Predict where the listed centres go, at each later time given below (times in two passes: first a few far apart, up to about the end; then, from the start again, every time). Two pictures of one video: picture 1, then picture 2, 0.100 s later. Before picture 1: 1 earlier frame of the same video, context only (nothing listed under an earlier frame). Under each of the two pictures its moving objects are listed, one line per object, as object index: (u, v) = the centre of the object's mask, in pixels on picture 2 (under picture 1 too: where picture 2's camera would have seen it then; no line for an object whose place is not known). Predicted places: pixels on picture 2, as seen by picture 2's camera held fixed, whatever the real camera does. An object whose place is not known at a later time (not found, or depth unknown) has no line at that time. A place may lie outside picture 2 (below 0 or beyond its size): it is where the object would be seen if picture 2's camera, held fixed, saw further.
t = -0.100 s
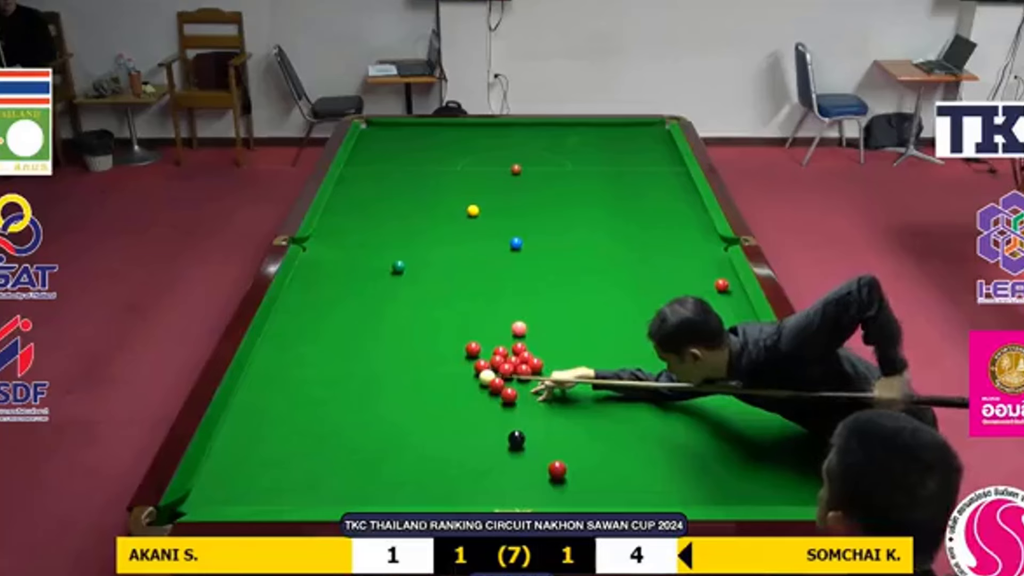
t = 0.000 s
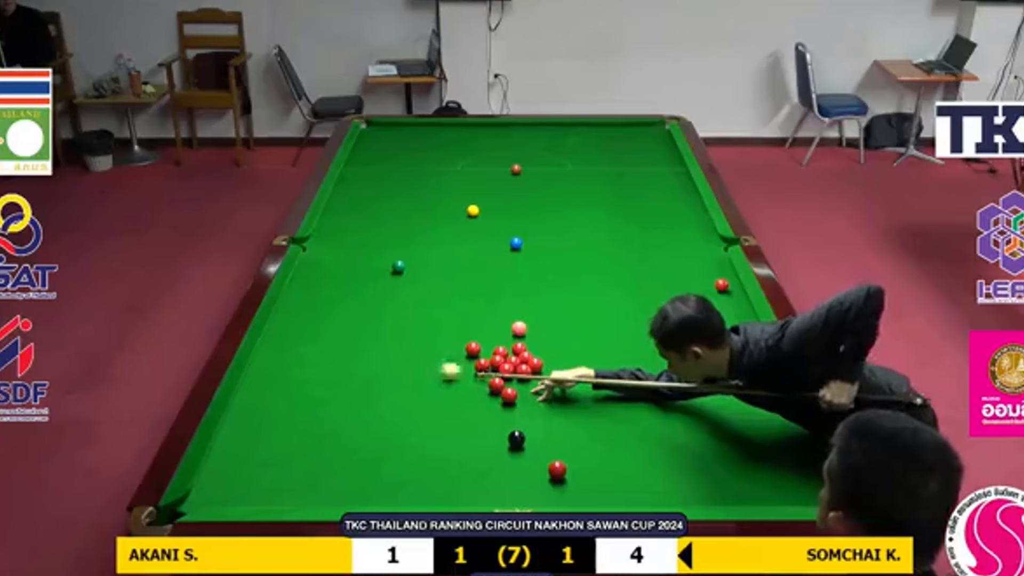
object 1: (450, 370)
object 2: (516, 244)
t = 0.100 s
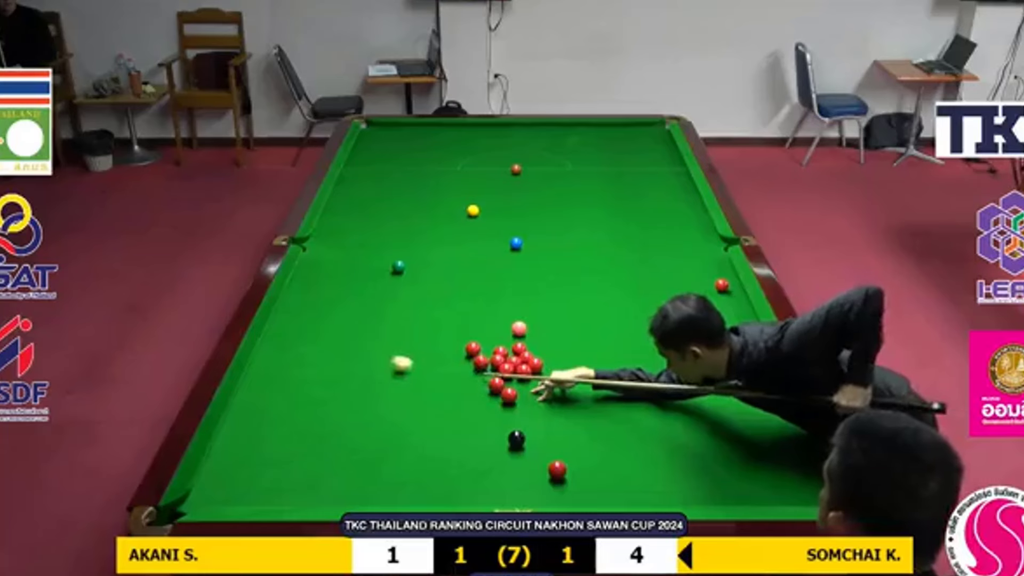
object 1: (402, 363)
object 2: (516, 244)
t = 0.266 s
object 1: (336, 352)
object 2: (516, 244)
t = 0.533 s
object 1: (295, 330)
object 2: (516, 244)
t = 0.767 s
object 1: (357, 306)
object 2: (516, 244)
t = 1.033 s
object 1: (409, 284)
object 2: (516, 244)
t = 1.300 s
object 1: (458, 263)
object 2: (516, 244)
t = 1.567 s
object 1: (499, 246)
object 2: (516, 245)
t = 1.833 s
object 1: (509, 232)
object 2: (543, 243)
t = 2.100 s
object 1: (515, 220)
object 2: (568, 240)
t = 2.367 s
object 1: (521, 209)
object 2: (591, 238)
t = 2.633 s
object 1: (528, 198)
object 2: (617, 237)
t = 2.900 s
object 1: (533, 189)
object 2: (640, 235)
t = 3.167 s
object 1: (537, 181)
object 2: (659, 234)
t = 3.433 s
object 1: (541, 173)
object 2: (678, 233)
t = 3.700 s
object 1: (545, 166)
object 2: (695, 231)
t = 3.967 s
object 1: (548, 160)
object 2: (710, 229)
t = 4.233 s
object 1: (550, 154)
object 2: (703, 229)
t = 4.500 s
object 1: (553, 149)
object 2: (696, 228)
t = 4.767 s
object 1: (555, 144)
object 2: (690, 228)
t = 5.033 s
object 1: (557, 141)
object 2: (687, 228)
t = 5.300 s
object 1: (559, 137)
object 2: (684, 227)
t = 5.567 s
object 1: (560, 134)
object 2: (684, 227)
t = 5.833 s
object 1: (561, 131)
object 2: (684, 227)
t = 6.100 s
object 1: (563, 129)
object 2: (684, 227)
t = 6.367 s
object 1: (564, 127)
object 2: (684, 227)
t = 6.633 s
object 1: (566, 125)
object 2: (684, 227)
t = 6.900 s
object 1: (566, 124)
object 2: (684, 227)
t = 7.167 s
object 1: (567, 124)
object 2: (684, 227)
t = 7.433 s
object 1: (567, 124)
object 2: (684, 227)
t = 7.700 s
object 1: (567, 124)
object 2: (684, 227)
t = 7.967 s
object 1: (567, 124)
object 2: (684, 227)
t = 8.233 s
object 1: (567, 124)
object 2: (684, 227)
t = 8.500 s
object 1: (567, 124)
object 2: (684, 227)
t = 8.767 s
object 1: (567, 124)
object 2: (683, 227)
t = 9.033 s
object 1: (567, 124)
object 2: (683, 227)
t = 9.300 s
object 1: (567, 124)
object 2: (683, 227)
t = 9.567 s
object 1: (567, 124)
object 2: (683, 227)
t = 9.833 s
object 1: (567, 124)
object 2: (683, 227)
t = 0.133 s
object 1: (384, 361)
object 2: (516, 244)
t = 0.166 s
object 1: (376, 360)
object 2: (516, 244)
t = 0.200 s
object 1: (359, 356)
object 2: (516, 244)
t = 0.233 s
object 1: (344, 354)
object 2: (516, 244)
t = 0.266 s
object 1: (336, 352)
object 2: (516, 244)
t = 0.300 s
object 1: (323, 349)
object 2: (516, 244)
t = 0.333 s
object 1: (309, 347)
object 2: (516, 244)
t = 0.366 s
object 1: (302, 345)
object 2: (516, 244)
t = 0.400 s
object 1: (289, 343)
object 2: (516, 244)
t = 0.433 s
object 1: (275, 340)
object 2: (516, 244)
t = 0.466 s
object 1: (270, 339)
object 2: (516, 244)
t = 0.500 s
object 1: (282, 334)
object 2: (516, 244)
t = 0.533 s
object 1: (295, 330)
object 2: (516, 244)
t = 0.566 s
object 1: (301, 328)
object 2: (516, 244)
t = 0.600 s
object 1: (312, 324)
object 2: (516, 244)
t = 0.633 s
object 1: (323, 320)
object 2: (516, 244)
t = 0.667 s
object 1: (336, 315)
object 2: (516, 244)
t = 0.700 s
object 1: (345, 311)
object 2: (516, 244)
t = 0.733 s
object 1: (349, 309)
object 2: (516, 244)
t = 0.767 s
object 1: (357, 306)
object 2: (516, 244)
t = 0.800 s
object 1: (365, 302)
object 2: (516, 244)
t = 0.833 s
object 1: (369, 301)
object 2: (516, 244)
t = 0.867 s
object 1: (378, 297)
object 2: (516, 244)
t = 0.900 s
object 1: (386, 293)
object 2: (516, 244)
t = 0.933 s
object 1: (390, 292)
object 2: (516, 244)
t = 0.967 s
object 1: (398, 289)
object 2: (516, 244)
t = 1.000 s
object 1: (405, 286)
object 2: (516, 244)
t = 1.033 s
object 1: (409, 284)
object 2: (516, 244)
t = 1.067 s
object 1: (417, 281)
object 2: (516, 244)
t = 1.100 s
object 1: (424, 278)
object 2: (516, 244)
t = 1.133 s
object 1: (428, 276)
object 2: (516, 244)
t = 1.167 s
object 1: (434, 273)
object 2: (516, 244)
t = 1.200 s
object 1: (442, 270)
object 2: (516, 244)
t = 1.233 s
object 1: (445, 269)
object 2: (516, 244)
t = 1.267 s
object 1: (452, 266)
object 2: (516, 244)
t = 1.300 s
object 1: (458, 263)
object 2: (516, 244)
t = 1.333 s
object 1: (462, 262)
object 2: (516, 244)
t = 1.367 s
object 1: (468, 259)
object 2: (516, 244)
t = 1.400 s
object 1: (475, 256)
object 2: (516, 244)
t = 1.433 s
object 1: (478, 255)
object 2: (516, 244)
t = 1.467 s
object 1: (484, 252)
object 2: (516, 244)
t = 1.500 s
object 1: (490, 249)
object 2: (516, 244)
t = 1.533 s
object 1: (493, 248)
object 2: (516, 244)
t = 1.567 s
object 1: (499, 246)
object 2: (516, 245)
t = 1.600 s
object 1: (503, 244)
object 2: (518, 244)
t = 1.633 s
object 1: (504, 242)
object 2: (520, 244)
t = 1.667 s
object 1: (504, 240)
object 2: (526, 244)
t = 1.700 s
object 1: (505, 239)
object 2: (530, 243)
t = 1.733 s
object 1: (506, 237)
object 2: (532, 243)
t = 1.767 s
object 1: (507, 235)
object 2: (536, 243)
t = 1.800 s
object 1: (508, 233)
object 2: (541, 243)
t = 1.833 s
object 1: (509, 232)
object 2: (543, 243)
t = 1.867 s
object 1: (510, 230)
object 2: (547, 242)
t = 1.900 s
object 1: (511, 228)
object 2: (551, 242)
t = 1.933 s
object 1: (511, 228)
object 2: (553, 242)
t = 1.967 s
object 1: (512, 226)
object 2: (557, 241)
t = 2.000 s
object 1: (513, 224)
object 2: (561, 241)
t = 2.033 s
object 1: (514, 223)
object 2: (563, 241)
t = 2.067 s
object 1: (515, 221)
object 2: (567, 241)
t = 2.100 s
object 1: (515, 220)
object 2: (568, 240)
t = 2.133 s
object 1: (516, 219)
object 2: (571, 240)
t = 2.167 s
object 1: (516, 218)
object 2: (572, 240)
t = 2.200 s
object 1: (517, 217)
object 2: (576, 240)
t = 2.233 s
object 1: (518, 216)
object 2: (578, 239)
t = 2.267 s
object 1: (519, 213)
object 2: (581, 239)
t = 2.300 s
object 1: (519, 213)
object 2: (583, 239)
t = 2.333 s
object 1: (520, 211)
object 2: (587, 239)
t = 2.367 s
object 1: (521, 209)
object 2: (591, 238)
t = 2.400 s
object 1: (522, 208)
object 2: (595, 238)
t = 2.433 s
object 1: (522, 207)
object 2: (596, 238)
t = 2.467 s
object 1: (523, 205)
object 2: (600, 238)
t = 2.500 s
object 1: (524, 204)
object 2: (605, 238)
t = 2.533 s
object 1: (525, 203)
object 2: (607, 238)
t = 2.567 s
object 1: (526, 201)
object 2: (611, 237)
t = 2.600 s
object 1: (527, 199)
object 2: (615, 237)
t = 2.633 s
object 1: (528, 198)
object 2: (617, 237)
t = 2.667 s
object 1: (529, 197)
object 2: (621, 236)
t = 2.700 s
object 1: (529, 196)
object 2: (624, 236)
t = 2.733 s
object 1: (529, 195)
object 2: (625, 236)
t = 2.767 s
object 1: (530, 193)
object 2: (629, 236)
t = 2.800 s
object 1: (531, 192)
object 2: (632, 236)
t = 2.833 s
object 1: (531, 192)
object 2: (634, 235)
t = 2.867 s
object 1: (532, 190)
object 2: (637, 235)
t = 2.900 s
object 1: (533, 189)
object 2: (640, 235)
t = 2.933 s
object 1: (533, 188)
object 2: (641, 235)
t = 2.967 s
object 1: (534, 187)
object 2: (645, 235)
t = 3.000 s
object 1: (535, 186)
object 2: (648, 235)
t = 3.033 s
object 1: (535, 185)
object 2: (649, 235)
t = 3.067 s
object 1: (536, 184)
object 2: (652, 234)
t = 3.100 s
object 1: (536, 182)
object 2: (655, 234)
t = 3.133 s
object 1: (537, 182)
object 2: (657, 234)
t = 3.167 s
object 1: (537, 181)
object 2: (659, 234)
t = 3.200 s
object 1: (538, 179)
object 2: (663, 234)
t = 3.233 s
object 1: (538, 179)
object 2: (664, 233)
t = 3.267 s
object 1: (539, 178)
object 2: (666, 233)
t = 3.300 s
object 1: (539, 176)
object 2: (670, 233)
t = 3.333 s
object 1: (540, 176)
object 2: (671, 233)
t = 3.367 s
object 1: (540, 175)
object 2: (674, 232)
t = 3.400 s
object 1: (541, 174)
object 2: (676, 233)
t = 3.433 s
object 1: (541, 173)
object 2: (678, 233)
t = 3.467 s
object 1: (541, 172)
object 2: (680, 232)
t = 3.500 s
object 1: (542, 171)
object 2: (683, 232)
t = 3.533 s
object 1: (542, 170)
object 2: (684, 232)
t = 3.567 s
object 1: (543, 170)
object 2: (687, 232)
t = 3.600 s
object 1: (544, 169)
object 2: (689, 232)
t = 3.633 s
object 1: (544, 168)
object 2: (691, 231)
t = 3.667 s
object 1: (544, 167)
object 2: (693, 231)
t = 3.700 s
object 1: (545, 166)
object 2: (695, 231)
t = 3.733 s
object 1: (545, 166)
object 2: (697, 231)
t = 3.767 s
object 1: (546, 165)
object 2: (699, 231)
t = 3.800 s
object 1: (546, 164)
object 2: (701, 231)
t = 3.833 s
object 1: (546, 163)
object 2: (702, 231)
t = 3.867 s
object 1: (547, 162)
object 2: (705, 230)
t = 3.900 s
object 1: (547, 162)
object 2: (707, 230)
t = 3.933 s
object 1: (547, 161)
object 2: (709, 230)
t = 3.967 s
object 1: (548, 160)
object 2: (710, 229)
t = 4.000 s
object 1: (548, 159)
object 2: (710, 229)
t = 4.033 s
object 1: (548, 159)
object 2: (709, 229)
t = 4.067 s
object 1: (549, 158)
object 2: (708, 229)
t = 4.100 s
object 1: (549, 157)
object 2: (707, 229)
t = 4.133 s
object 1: (549, 156)
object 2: (706, 229)
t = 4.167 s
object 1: (550, 156)
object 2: (705, 229)
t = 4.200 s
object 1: (550, 155)
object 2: (704, 229)
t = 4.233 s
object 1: (550, 154)
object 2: (703, 229)
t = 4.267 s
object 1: (551, 153)
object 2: (702, 229)
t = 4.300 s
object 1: (551, 153)
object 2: (701, 229)
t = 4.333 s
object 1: (552, 152)
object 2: (700, 228)
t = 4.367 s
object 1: (552, 151)
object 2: (699, 228)
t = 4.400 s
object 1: (552, 151)
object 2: (698, 228)
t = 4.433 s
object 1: (552, 150)
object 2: (698, 228)
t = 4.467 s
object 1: (553, 149)
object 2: (697, 228)
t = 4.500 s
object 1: (553, 149)
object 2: (696, 228)
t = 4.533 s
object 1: (553, 149)
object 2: (696, 228)
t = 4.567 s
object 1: (553, 148)
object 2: (695, 228)
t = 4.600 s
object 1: (554, 147)
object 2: (694, 228)
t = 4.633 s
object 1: (554, 147)
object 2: (693, 228)
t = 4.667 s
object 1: (554, 146)
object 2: (692, 228)
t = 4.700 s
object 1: (555, 145)
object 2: (692, 228)
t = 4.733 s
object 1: (555, 145)
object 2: (691, 228)
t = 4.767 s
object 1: (555, 144)
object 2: (690, 228)
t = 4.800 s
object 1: (555, 144)
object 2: (690, 228)
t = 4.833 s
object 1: (555, 143)
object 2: (690, 228)
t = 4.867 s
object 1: (555, 143)
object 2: (689, 228)
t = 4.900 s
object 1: (556, 143)
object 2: (689, 227)
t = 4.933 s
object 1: (556, 142)
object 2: (688, 227)
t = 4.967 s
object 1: (556, 142)
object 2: (688, 227)
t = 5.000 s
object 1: (556, 142)
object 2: (687, 227)
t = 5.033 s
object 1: (557, 141)
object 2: (687, 228)
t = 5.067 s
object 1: (557, 140)
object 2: (687, 228)
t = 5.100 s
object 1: (557, 140)
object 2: (687, 227)
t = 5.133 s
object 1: (557, 139)
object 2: (686, 227)
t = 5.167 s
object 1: (557, 139)
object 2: (686, 228)
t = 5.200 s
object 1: (558, 138)
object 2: (685, 227)
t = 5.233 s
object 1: (558, 138)
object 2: (685, 227)
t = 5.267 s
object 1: (558, 137)
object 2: (685, 227)
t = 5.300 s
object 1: (559, 137)
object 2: (684, 227)
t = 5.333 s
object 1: (559, 137)
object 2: (684, 227)
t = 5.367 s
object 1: (559, 136)
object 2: (684, 227)
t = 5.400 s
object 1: (559, 136)
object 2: (684, 227)
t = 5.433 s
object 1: (559, 135)
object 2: (684, 227)
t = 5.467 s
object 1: (559, 135)
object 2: (684, 227)
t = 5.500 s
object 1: (560, 135)
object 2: (684, 227)
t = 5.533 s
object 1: (560, 135)
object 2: (684, 227)
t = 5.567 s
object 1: (560, 134)
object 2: (684, 227)
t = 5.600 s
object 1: (560, 134)
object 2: (684, 227)
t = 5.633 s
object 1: (560, 133)
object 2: (684, 227)
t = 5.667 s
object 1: (560, 133)
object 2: (684, 227)
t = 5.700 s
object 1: (561, 133)
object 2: (684, 227)
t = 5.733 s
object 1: (561, 132)
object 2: (684, 227)
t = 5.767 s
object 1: (561, 132)
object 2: (684, 227)
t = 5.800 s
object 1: (561, 131)
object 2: (684, 227)
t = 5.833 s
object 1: (561, 131)
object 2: (684, 227)
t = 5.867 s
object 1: (562, 131)
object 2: (684, 227)
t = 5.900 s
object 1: (562, 130)
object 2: (684, 227)
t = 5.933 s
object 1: (562, 130)
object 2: (684, 227)
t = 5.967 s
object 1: (562, 130)
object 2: (684, 227)
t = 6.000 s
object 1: (562, 130)
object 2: (684, 227)
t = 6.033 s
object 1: (562, 129)
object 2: (684, 227)
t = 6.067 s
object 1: (563, 129)
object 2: (684, 227)
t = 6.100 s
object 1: (563, 129)
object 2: (684, 227)
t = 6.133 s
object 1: (563, 128)
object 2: (684, 227)
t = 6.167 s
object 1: (563, 128)
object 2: (684, 227)
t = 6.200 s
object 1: (563, 128)
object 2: (684, 227)
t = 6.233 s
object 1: (563, 128)
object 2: (684, 227)
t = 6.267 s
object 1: (564, 128)
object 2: (684, 227)
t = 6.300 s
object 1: (564, 127)
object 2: (684, 227)
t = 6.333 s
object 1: (564, 127)
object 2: (684, 227)
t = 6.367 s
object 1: (564, 127)
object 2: (684, 227)
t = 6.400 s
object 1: (564, 127)
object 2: (684, 227)
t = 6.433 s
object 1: (565, 127)
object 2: (684, 227)
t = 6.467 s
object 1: (565, 126)
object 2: (684, 227)
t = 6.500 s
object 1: (565, 126)
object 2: (684, 227)
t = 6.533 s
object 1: (565, 125)
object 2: (684, 227)
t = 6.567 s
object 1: (565, 125)
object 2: (684, 227)
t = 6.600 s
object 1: (566, 125)
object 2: (684, 227)
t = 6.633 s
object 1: (566, 125)
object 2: (684, 227)
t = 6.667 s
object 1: (566, 125)
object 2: (684, 227)
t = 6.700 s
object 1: (566, 124)
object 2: (684, 227)
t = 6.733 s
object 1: (566, 124)
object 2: (684, 227)
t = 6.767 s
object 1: (566, 124)
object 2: (684, 227)
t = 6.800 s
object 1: (566, 124)
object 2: (684, 227)
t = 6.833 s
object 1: (566, 124)
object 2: (684, 227)
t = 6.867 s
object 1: (566, 124)
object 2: (684, 227)
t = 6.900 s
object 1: (566, 124)
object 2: (684, 227)
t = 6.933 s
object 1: (567, 123)
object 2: (684, 227)
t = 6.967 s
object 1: (567, 124)
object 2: (684, 227)
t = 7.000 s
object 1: (567, 124)
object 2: (684, 227)
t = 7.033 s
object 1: (567, 124)
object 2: (684, 227)
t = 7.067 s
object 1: (567, 124)
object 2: (684, 227)
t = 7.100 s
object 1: (567, 124)
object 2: (684, 227)
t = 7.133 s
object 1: (567, 124)
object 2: (684, 227)
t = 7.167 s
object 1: (567, 124)
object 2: (684, 227)
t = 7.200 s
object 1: (567, 124)
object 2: (684, 227)
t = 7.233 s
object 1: (567, 124)
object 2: (684, 227)
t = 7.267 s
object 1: (567, 124)
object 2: (684, 227)
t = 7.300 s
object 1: (567, 124)
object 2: (684, 227)
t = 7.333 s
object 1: (567, 124)
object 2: (684, 227)
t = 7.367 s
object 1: (567, 124)
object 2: (684, 227)
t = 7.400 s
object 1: (567, 124)
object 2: (684, 227)
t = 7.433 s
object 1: (567, 124)
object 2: (684, 227)
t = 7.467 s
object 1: (567, 124)
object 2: (684, 227)
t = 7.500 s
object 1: (567, 124)
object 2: (684, 227)
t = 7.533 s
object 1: (567, 124)
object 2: (684, 227)
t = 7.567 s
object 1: (567, 124)
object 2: (684, 227)
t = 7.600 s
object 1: (567, 124)
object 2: (684, 227)
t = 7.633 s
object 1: (567, 124)
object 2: (684, 227)
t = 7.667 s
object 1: (567, 124)
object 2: (684, 227)
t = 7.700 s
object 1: (567, 124)
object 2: (684, 227)
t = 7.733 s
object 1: (567, 124)
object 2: (684, 227)
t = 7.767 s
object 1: (567, 124)
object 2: (684, 227)
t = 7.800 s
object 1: (567, 124)
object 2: (684, 227)
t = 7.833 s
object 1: (567, 124)
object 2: (684, 227)
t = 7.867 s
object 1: (567, 124)
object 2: (684, 227)
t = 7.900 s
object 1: (567, 124)
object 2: (684, 227)
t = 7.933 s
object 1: (567, 124)
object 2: (684, 227)
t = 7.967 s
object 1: (567, 124)
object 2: (684, 227)
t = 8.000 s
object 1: (567, 124)
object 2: (684, 227)
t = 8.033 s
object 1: (567, 124)
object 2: (684, 227)
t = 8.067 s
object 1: (567, 124)
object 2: (684, 227)
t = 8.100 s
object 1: (567, 124)
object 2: (684, 227)
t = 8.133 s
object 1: (567, 124)
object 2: (684, 227)
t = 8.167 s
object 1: (567, 124)
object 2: (684, 227)
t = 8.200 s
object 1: (567, 124)
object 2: (684, 227)
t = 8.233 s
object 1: (567, 124)
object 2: (684, 227)
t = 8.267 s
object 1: (567, 124)
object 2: (684, 227)
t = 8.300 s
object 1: (567, 124)
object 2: (684, 227)
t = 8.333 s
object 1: (567, 124)
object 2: (684, 227)
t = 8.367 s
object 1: (567, 124)
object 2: (684, 227)
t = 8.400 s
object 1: (567, 124)
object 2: (684, 227)
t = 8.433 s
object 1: (567, 124)
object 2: (684, 227)
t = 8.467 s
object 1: (567, 124)
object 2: (684, 227)
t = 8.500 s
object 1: (567, 124)
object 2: (684, 227)
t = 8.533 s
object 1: (567, 124)
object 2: (684, 227)
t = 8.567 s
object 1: (567, 124)
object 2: (684, 227)
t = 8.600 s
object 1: (567, 124)
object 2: (683, 227)
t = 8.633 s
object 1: (567, 124)
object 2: (683, 227)
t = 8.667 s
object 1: (567, 124)
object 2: (683, 227)
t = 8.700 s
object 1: (567, 124)
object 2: (683, 227)
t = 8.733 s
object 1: (567, 124)
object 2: (683, 227)
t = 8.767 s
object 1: (567, 124)
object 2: (683, 227)
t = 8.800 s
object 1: (567, 124)
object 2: (683, 227)
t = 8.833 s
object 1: (567, 124)
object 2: (683, 227)
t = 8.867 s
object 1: (567, 124)
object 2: (683, 227)
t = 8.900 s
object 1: (567, 124)
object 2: (683, 227)
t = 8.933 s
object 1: (567, 124)
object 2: (683, 227)
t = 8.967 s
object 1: (567, 124)
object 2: (683, 227)
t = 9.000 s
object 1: (567, 124)
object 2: (683, 227)
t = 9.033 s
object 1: (567, 124)
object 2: (683, 227)
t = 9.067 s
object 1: (567, 124)
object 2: (683, 227)
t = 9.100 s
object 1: (567, 124)
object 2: (683, 227)
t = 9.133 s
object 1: (567, 124)
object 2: (683, 227)
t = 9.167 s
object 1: (567, 124)
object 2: (683, 227)
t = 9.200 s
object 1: (567, 124)
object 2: (683, 227)
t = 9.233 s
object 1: (567, 124)
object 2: (683, 227)
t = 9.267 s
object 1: (567, 124)
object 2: (683, 227)
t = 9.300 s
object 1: (567, 124)
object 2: (683, 227)
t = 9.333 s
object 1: (567, 124)
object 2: (683, 227)
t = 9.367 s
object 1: (567, 124)
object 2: (683, 227)
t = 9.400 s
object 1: (567, 124)
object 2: (683, 227)
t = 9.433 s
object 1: (567, 124)
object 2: (683, 227)
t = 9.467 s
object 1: (567, 124)
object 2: (683, 227)
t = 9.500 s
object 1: (567, 124)
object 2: (683, 227)
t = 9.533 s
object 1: (567, 124)
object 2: (683, 227)
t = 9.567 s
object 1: (567, 124)
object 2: (683, 227)
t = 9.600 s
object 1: (567, 124)
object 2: (683, 227)
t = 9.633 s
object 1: (567, 124)
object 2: (683, 227)
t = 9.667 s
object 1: (567, 124)
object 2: (683, 227)
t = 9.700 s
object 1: (567, 124)
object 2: (683, 227)
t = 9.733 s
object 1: (567, 124)
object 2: (683, 227)
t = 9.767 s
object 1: (567, 124)
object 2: (683, 227)
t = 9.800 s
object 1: (567, 124)
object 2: (683, 227)
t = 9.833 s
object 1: (567, 124)
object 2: (683, 227)
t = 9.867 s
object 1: (567, 124)
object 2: (683, 227)
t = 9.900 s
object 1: (567, 124)
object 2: (683, 227)
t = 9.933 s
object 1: (567, 124)
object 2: (683, 227)
